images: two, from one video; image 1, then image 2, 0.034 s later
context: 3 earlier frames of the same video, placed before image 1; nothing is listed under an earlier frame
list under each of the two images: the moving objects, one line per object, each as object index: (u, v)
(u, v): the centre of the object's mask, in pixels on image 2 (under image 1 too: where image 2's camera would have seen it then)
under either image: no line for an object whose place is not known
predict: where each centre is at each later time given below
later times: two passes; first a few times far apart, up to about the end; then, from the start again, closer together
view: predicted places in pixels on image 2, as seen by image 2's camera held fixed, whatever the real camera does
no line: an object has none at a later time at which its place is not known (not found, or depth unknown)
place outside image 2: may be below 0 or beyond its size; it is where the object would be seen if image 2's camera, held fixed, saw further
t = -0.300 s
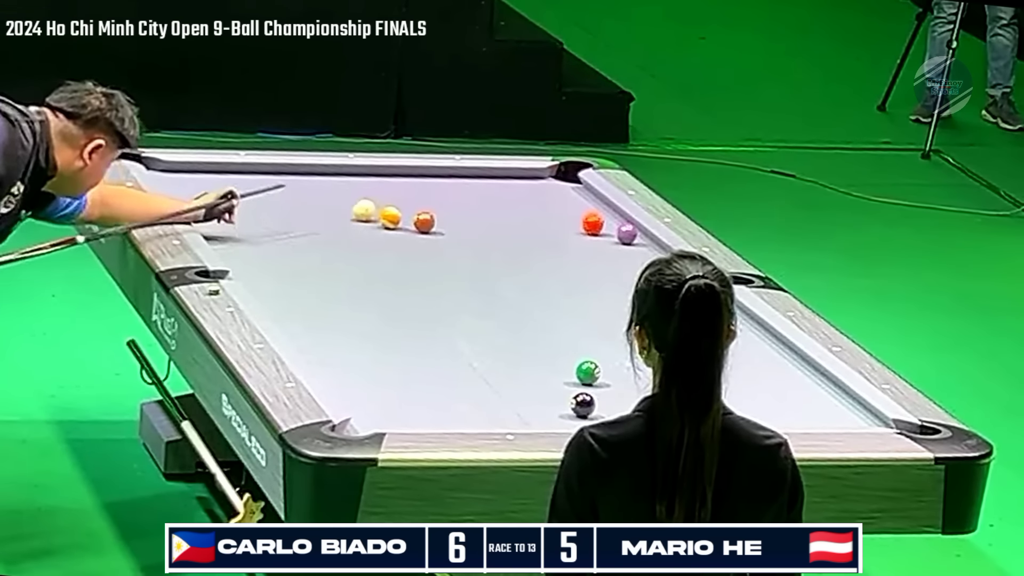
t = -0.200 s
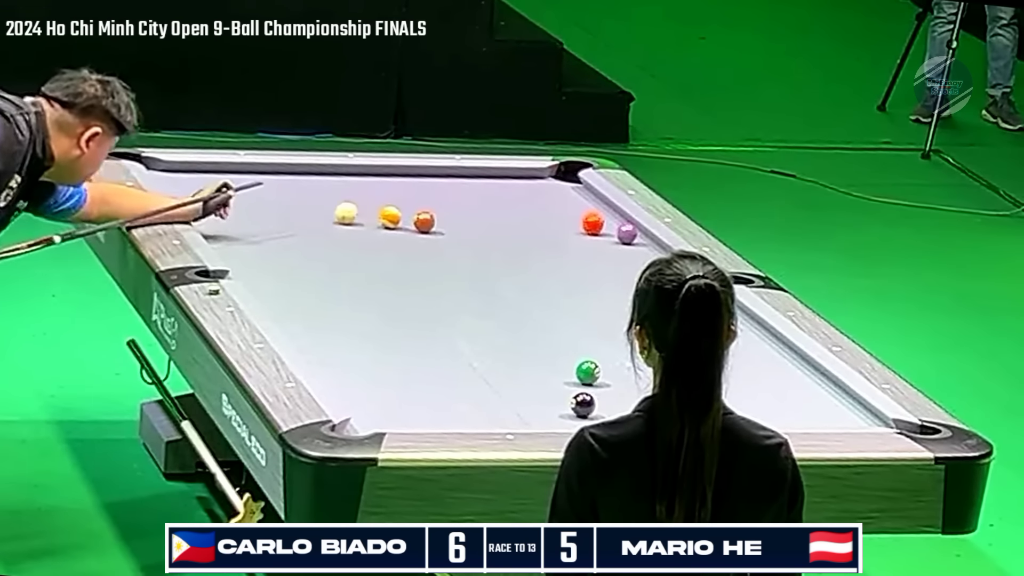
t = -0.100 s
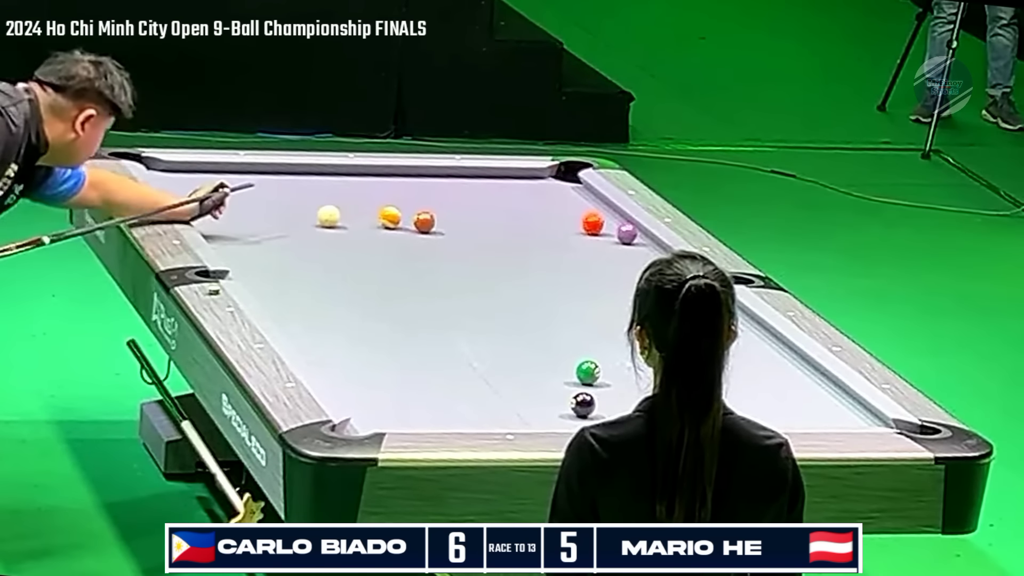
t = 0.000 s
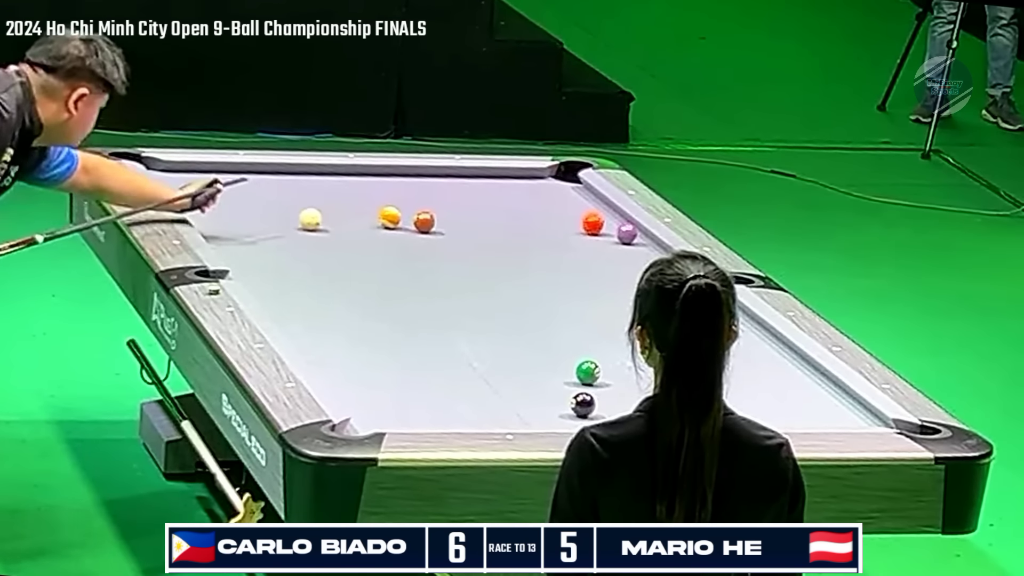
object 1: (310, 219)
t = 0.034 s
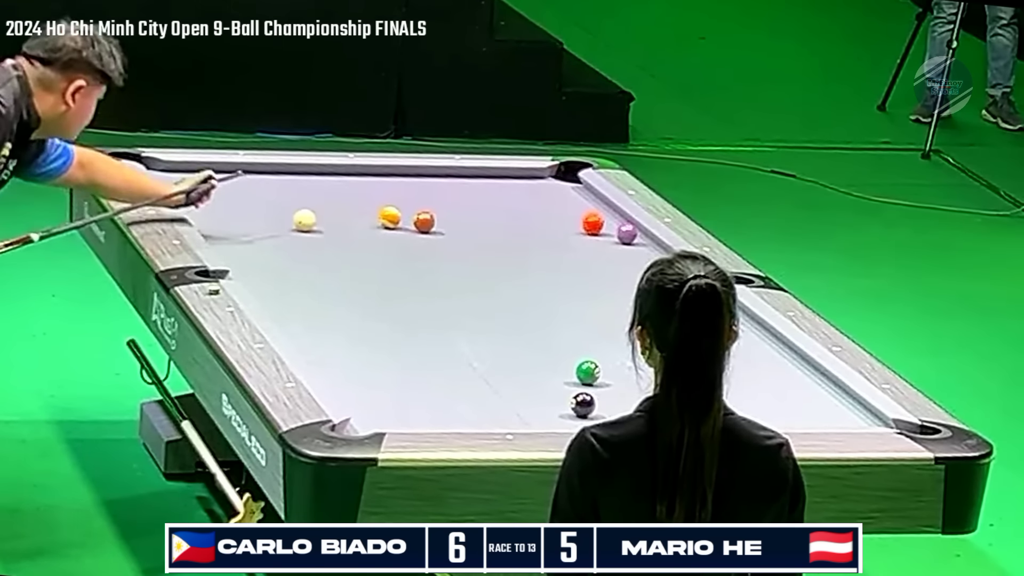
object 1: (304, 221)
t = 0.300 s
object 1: (257, 228)
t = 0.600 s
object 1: (212, 236)
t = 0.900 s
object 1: (247, 243)
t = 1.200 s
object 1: (277, 248)
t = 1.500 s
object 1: (306, 253)
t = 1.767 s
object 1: (329, 257)
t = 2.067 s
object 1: (353, 261)
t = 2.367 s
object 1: (374, 264)
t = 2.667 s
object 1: (393, 268)
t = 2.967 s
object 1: (409, 270)
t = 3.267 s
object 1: (423, 273)
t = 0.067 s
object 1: (298, 222)
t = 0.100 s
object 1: (292, 223)
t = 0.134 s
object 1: (287, 224)
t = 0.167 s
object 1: (281, 225)
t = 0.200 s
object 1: (275, 226)
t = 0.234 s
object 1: (269, 226)
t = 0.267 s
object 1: (263, 227)
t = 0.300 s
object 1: (257, 228)
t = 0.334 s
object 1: (251, 229)
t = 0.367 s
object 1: (245, 230)
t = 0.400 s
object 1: (240, 231)
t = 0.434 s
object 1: (233, 233)
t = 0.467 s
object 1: (228, 233)
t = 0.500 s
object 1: (222, 234)
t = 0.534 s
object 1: (216, 236)
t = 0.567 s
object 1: (212, 235)
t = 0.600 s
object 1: (212, 236)
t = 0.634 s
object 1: (216, 237)
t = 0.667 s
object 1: (221, 239)
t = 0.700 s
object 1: (224, 239)
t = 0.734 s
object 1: (228, 240)
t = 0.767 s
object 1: (232, 241)
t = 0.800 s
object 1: (236, 241)
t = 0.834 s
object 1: (239, 242)
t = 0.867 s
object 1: (243, 242)
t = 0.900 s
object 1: (247, 243)
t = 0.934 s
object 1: (250, 244)
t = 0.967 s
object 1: (253, 244)
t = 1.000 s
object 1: (257, 245)
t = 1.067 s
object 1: (264, 246)
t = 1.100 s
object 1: (268, 246)
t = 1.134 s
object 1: (271, 247)
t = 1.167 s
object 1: (274, 248)
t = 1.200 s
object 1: (277, 248)
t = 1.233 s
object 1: (280, 249)
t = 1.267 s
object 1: (284, 249)
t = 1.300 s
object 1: (287, 250)
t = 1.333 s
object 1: (290, 251)
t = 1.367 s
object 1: (294, 251)
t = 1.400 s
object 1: (297, 252)
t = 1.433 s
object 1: (300, 252)
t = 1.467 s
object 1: (303, 253)
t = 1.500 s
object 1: (306, 253)
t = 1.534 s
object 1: (309, 254)
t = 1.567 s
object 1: (312, 254)
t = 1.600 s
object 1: (315, 255)
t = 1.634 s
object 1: (318, 255)
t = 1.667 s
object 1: (321, 256)
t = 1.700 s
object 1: (323, 256)
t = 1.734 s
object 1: (326, 256)
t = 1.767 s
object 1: (329, 257)
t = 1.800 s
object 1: (332, 257)
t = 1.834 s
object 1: (334, 258)
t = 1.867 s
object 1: (337, 259)
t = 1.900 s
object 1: (340, 259)
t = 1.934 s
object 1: (343, 259)
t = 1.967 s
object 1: (345, 259)
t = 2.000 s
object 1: (348, 260)
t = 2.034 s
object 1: (350, 260)
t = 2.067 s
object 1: (353, 261)
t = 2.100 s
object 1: (356, 261)
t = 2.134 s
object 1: (358, 261)
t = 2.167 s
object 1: (360, 262)
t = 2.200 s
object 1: (363, 262)
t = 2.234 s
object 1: (365, 263)
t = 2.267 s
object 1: (367, 264)
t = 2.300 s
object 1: (369, 264)
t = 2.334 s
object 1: (372, 264)
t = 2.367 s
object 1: (374, 264)
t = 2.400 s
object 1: (376, 265)
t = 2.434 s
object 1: (378, 265)
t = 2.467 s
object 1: (381, 265)
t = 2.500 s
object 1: (383, 266)
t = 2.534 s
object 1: (385, 267)
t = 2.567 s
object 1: (387, 267)
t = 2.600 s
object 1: (389, 267)
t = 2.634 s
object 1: (391, 268)
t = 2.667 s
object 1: (393, 268)
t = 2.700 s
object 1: (395, 268)
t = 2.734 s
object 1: (397, 268)
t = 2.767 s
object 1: (398, 269)
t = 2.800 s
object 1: (400, 269)
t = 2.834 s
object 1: (402, 269)
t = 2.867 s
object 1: (404, 270)
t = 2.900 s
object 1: (405, 270)
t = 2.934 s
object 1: (407, 270)
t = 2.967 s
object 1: (409, 270)
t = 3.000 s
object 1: (410, 271)
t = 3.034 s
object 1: (412, 271)
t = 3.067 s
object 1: (414, 271)
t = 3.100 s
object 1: (415, 272)
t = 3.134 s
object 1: (417, 272)
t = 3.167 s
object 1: (418, 272)
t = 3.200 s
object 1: (420, 272)
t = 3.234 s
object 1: (421, 273)
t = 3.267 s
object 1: (423, 273)
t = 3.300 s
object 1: (424, 273)
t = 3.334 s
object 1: (426, 273)
